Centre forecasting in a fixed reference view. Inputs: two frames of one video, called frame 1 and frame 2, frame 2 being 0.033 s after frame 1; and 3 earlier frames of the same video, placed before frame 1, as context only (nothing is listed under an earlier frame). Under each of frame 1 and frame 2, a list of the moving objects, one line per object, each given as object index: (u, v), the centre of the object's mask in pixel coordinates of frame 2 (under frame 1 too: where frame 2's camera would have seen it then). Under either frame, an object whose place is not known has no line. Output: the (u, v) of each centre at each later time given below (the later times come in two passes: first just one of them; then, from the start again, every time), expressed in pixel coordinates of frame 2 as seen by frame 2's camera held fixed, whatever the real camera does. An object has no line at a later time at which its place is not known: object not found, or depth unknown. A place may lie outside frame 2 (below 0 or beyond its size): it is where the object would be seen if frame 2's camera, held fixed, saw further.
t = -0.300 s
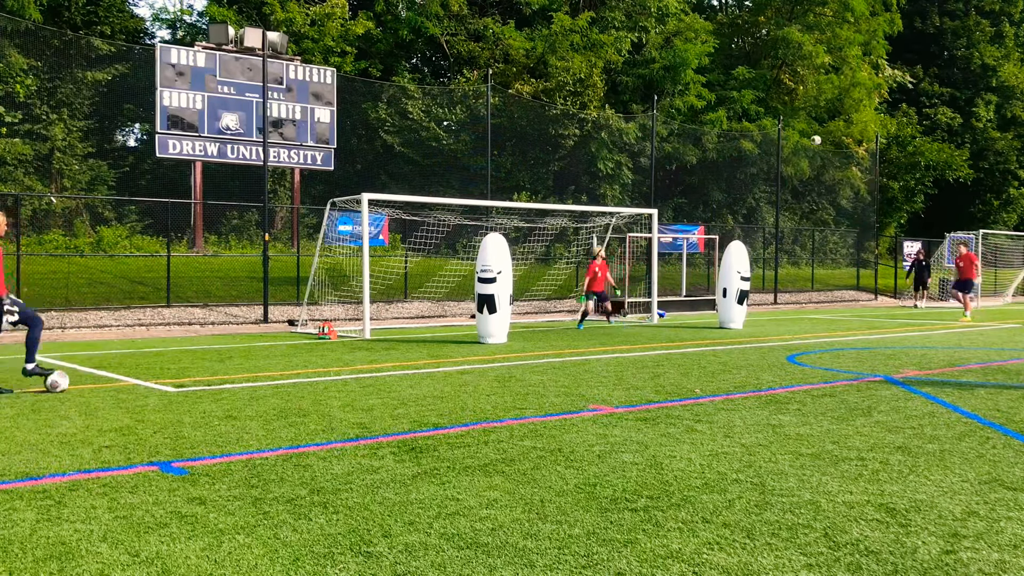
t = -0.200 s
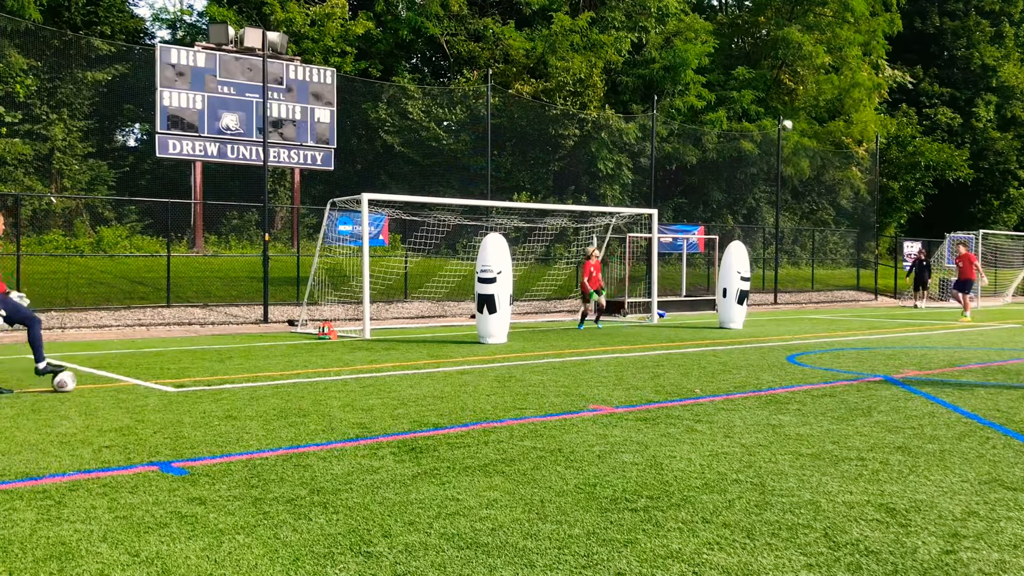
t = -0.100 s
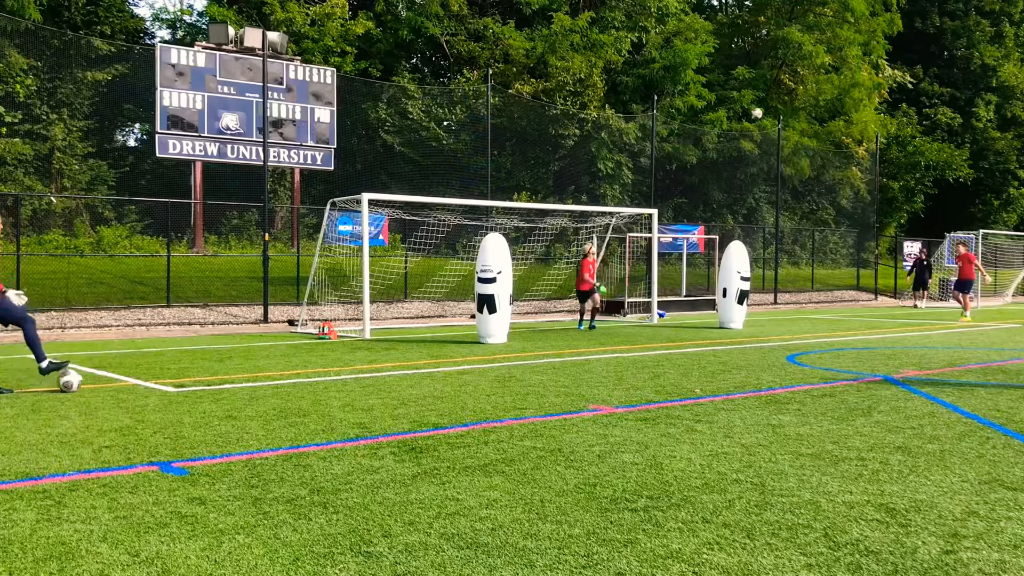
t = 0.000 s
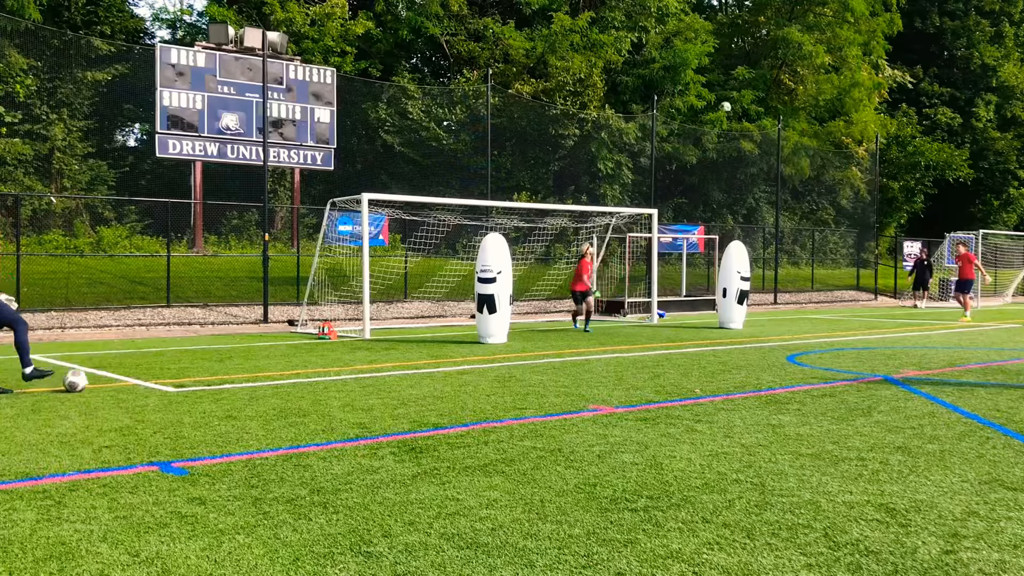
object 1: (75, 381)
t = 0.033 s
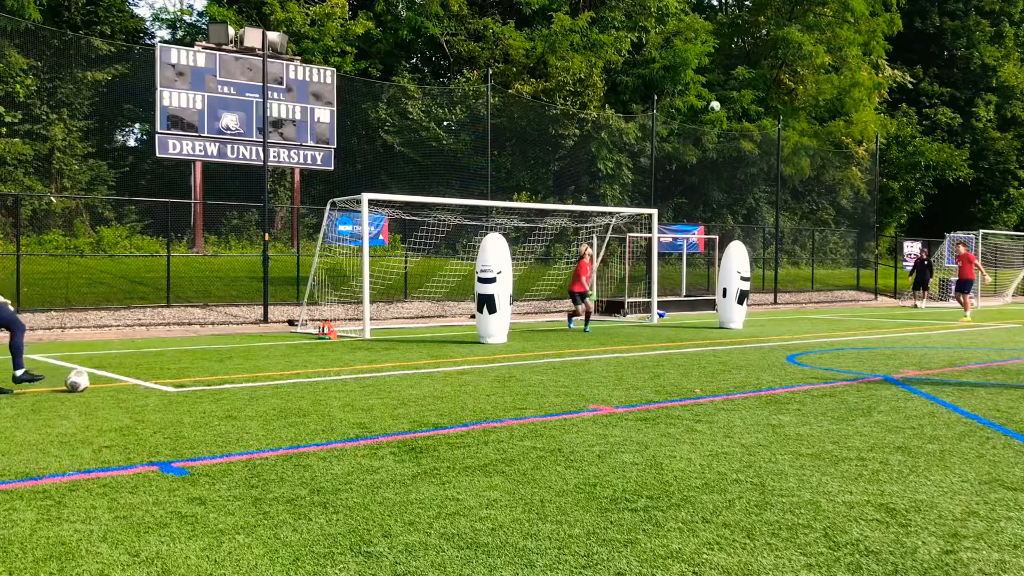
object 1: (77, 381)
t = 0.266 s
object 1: (89, 381)
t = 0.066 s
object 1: (79, 381)
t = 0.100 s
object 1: (80, 381)
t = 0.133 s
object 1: (82, 381)
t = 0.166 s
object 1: (84, 381)
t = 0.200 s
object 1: (86, 381)
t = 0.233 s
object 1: (87, 381)
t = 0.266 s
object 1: (89, 381)
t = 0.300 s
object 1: (91, 381)
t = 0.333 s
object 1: (92, 381)
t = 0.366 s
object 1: (93, 381)
